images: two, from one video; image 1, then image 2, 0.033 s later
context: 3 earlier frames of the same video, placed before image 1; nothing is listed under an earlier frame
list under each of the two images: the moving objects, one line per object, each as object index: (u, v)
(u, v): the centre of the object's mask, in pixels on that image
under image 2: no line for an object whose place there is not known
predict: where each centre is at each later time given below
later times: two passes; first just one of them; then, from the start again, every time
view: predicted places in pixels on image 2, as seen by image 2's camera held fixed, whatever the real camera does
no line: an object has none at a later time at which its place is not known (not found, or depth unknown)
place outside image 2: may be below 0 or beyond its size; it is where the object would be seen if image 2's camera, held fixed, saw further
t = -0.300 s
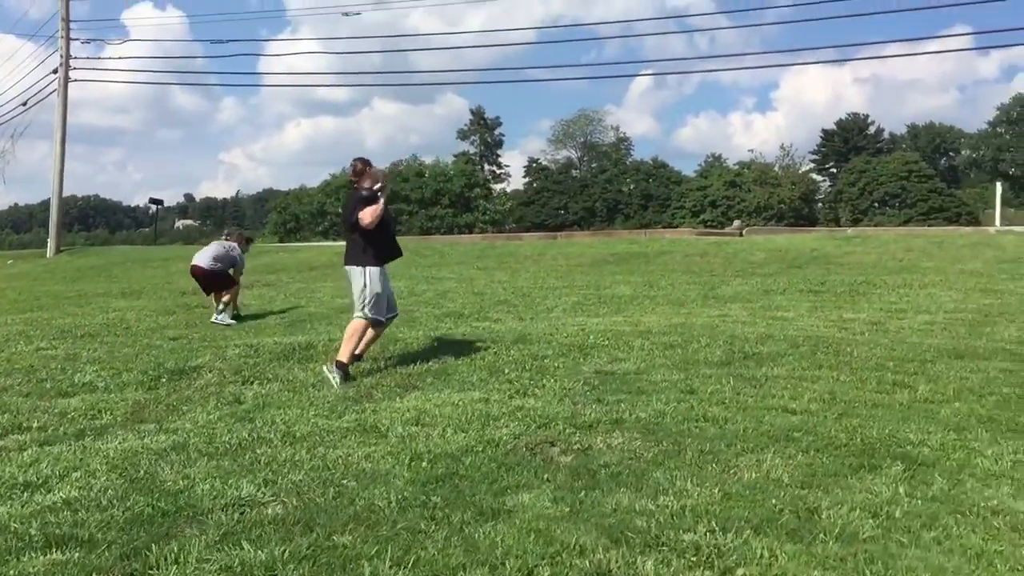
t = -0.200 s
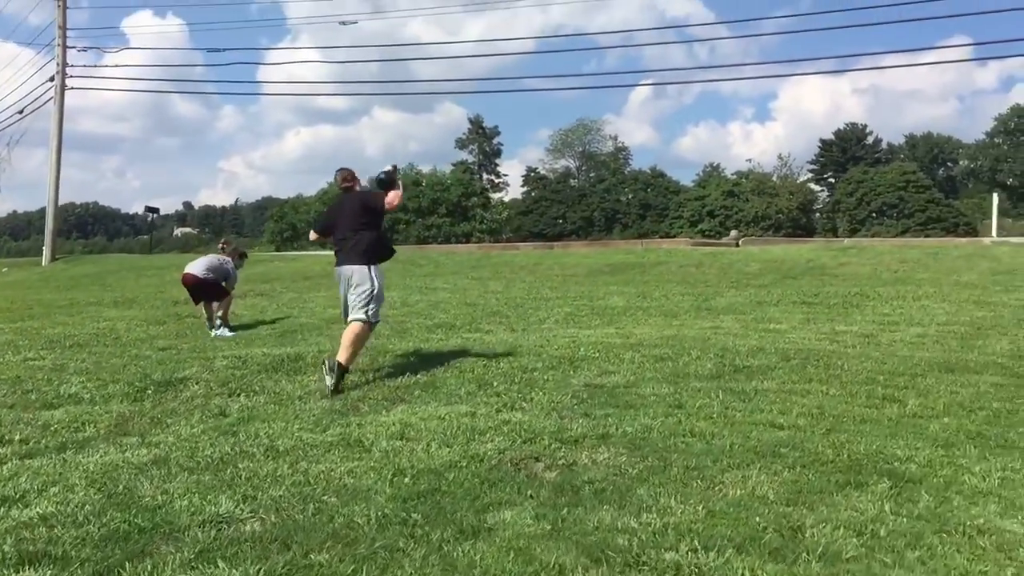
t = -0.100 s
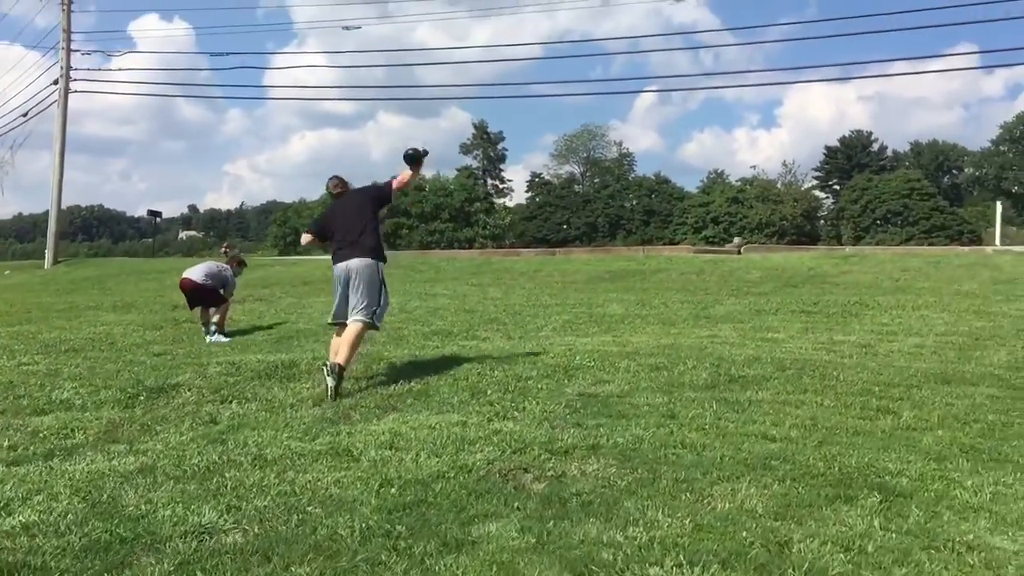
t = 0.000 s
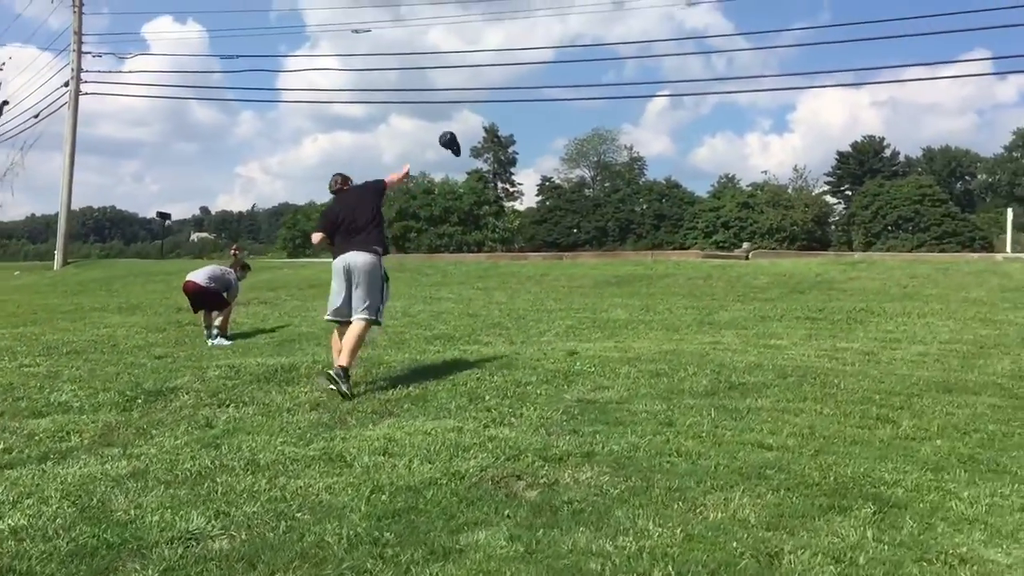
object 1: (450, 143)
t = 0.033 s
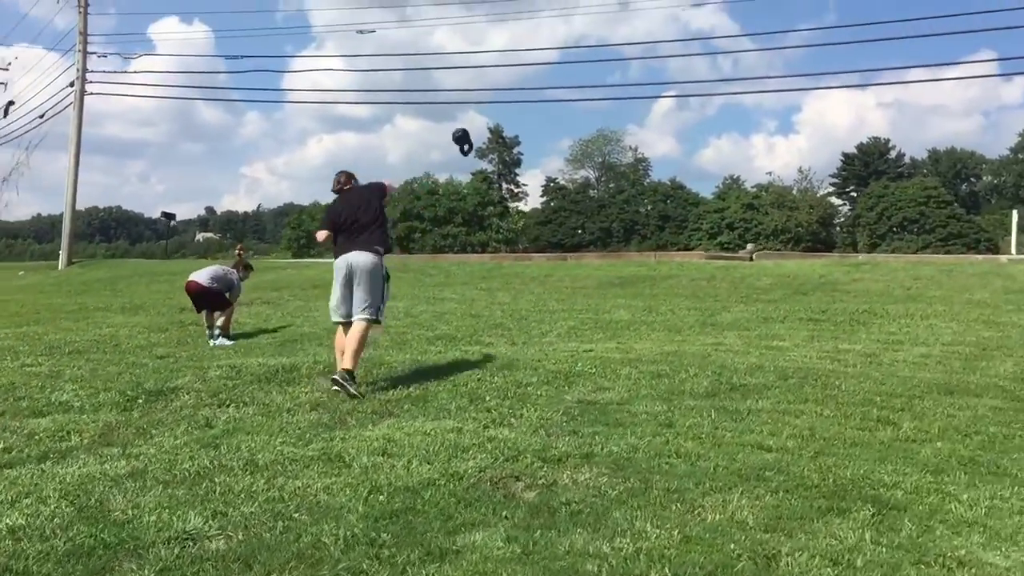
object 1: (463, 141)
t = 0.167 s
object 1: (494, 140)
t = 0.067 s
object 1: (471, 140)
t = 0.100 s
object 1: (478, 140)
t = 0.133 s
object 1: (485, 139)
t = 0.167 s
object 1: (494, 140)
